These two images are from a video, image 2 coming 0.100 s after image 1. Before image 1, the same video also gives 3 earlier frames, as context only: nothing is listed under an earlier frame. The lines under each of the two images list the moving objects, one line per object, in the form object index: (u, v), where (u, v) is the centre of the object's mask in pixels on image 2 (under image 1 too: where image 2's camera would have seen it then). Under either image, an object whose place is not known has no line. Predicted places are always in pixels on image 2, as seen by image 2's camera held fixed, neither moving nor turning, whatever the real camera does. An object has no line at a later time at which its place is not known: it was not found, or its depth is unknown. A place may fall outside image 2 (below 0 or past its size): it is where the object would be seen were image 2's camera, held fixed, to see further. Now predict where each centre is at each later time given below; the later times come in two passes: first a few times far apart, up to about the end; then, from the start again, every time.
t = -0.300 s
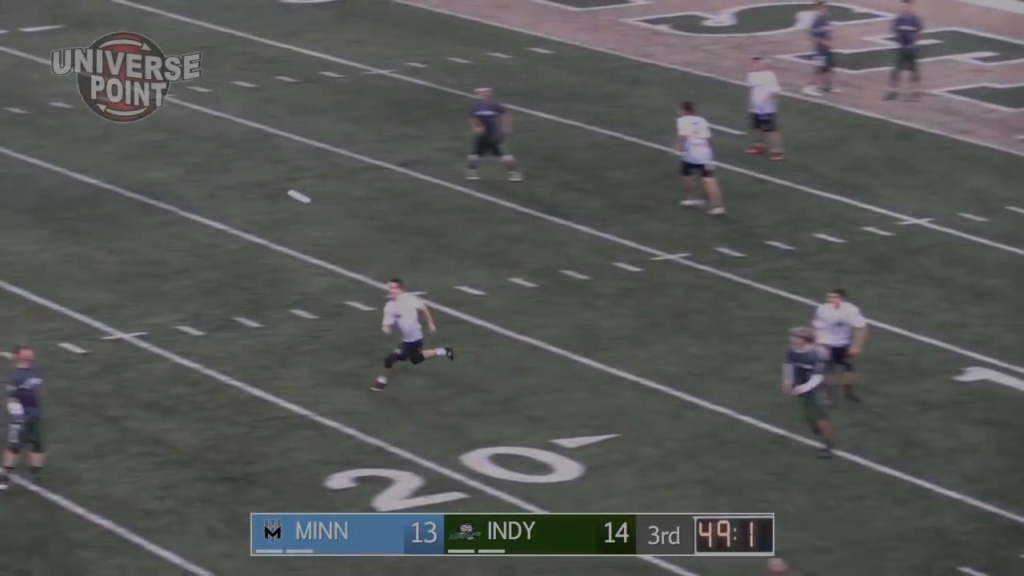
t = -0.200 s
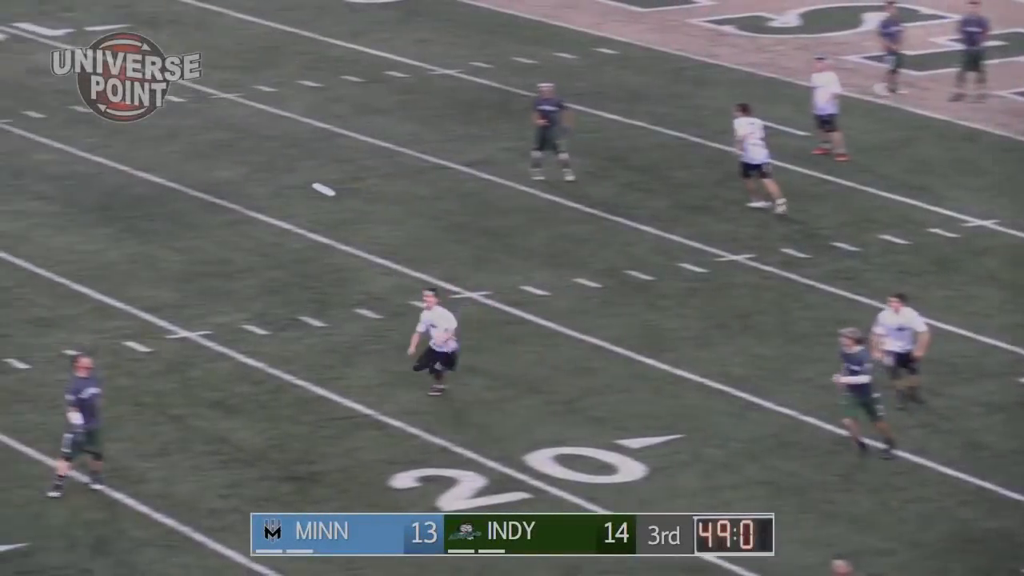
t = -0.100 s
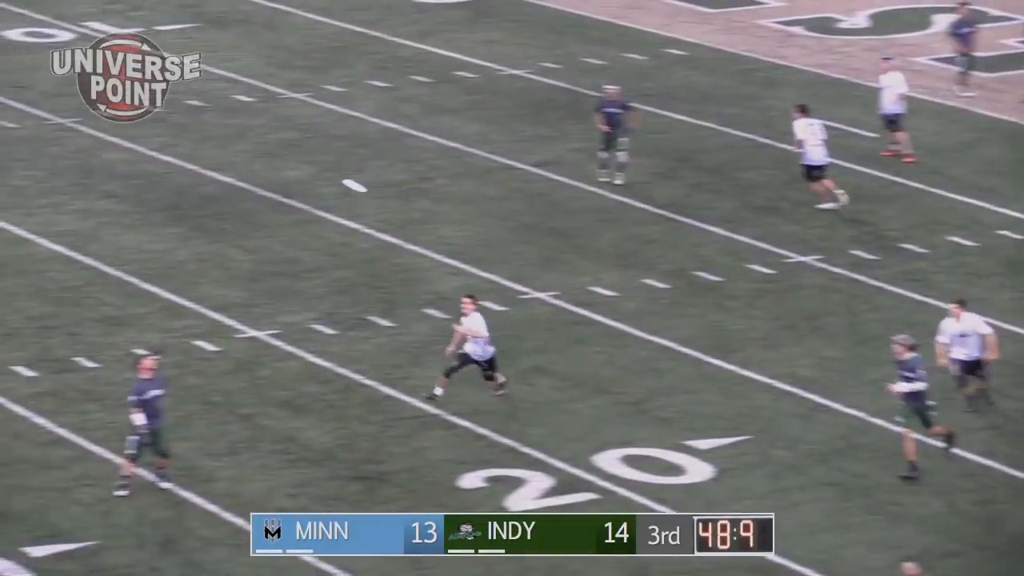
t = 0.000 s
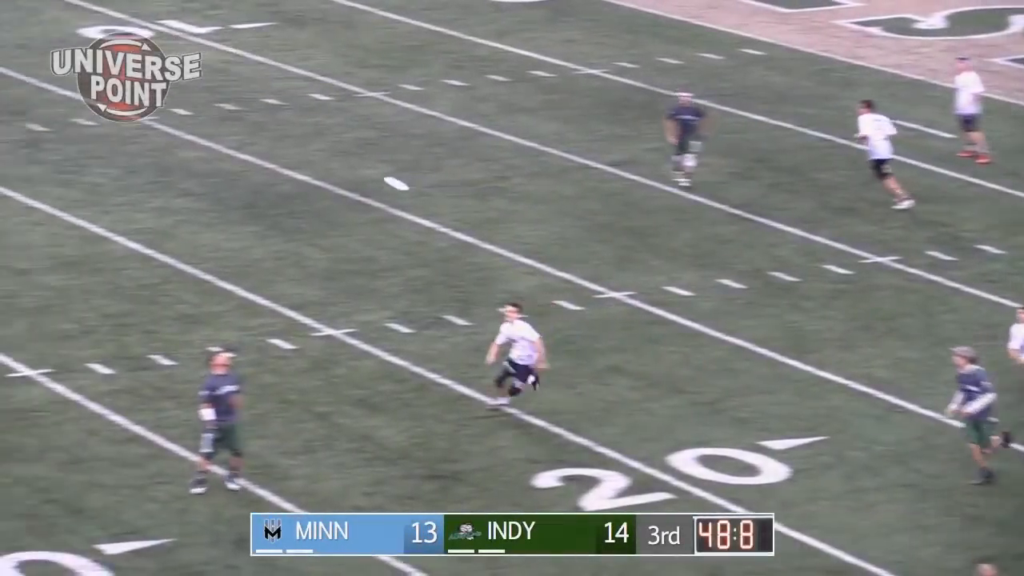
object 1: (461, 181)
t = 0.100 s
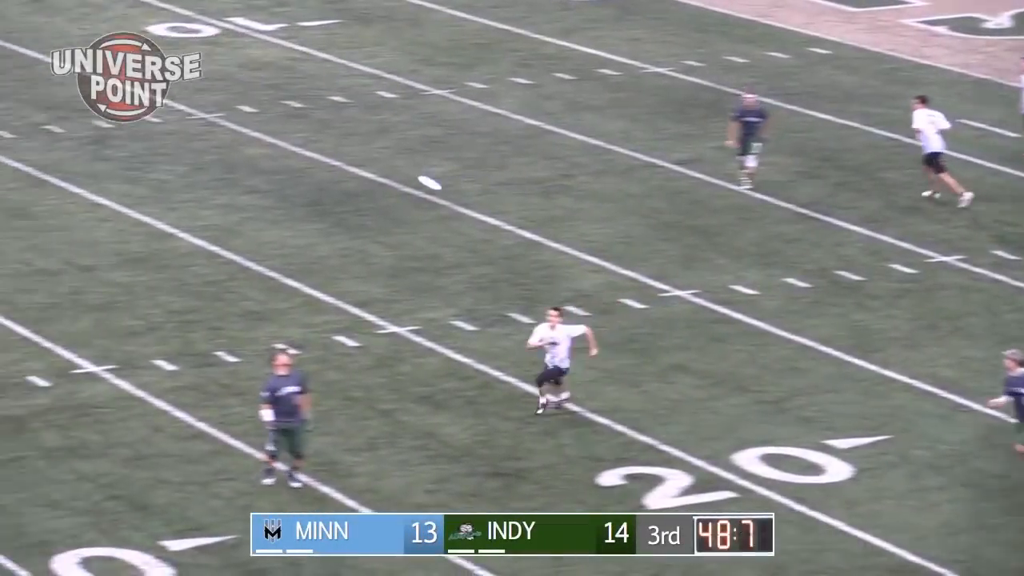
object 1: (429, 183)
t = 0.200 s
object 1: (401, 188)
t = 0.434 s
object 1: (341, 214)
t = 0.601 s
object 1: (307, 245)
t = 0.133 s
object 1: (420, 184)
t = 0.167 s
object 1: (410, 186)
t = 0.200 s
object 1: (401, 188)
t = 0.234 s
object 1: (391, 190)
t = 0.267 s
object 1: (382, 193)
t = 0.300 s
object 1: (373, 196)
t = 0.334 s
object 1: (365, 200)
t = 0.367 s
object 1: (356, 204)
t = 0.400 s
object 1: (348, 209)
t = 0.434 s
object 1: (341, 214)
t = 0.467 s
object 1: (333, 220)
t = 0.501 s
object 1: (326, 226)
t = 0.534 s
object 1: (319, 231)
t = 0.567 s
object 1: (313, 238)
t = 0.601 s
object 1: (307, 245)
